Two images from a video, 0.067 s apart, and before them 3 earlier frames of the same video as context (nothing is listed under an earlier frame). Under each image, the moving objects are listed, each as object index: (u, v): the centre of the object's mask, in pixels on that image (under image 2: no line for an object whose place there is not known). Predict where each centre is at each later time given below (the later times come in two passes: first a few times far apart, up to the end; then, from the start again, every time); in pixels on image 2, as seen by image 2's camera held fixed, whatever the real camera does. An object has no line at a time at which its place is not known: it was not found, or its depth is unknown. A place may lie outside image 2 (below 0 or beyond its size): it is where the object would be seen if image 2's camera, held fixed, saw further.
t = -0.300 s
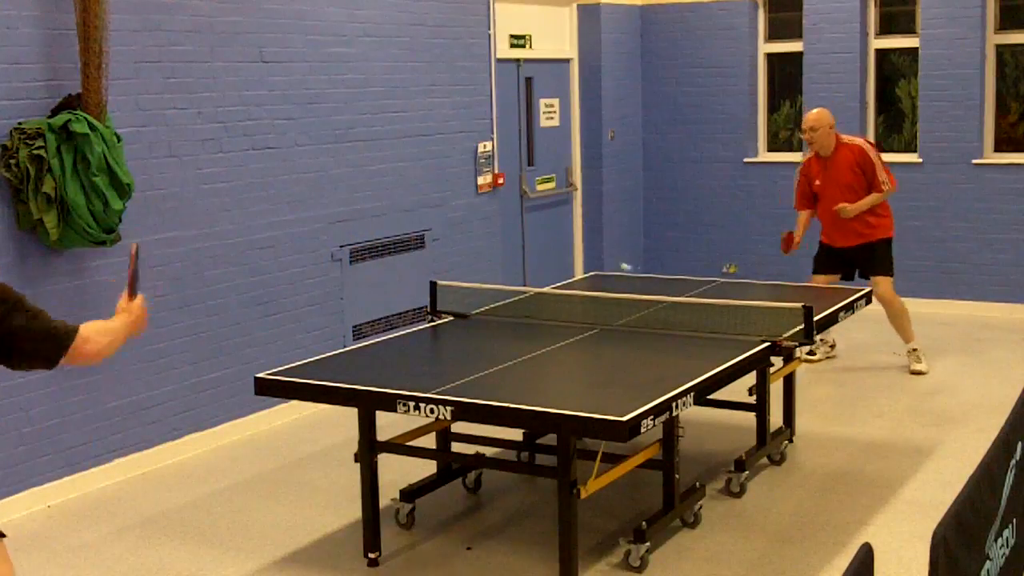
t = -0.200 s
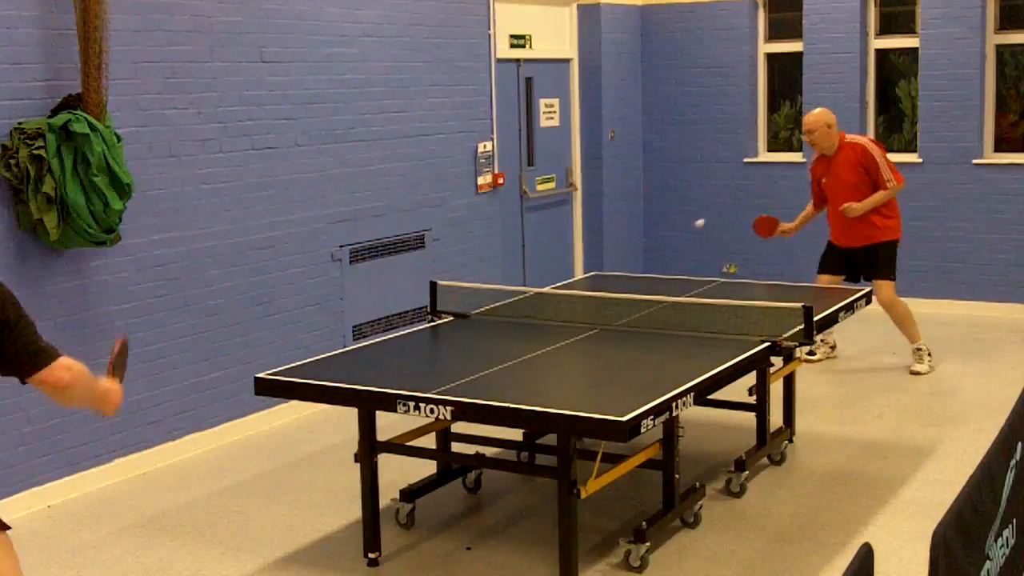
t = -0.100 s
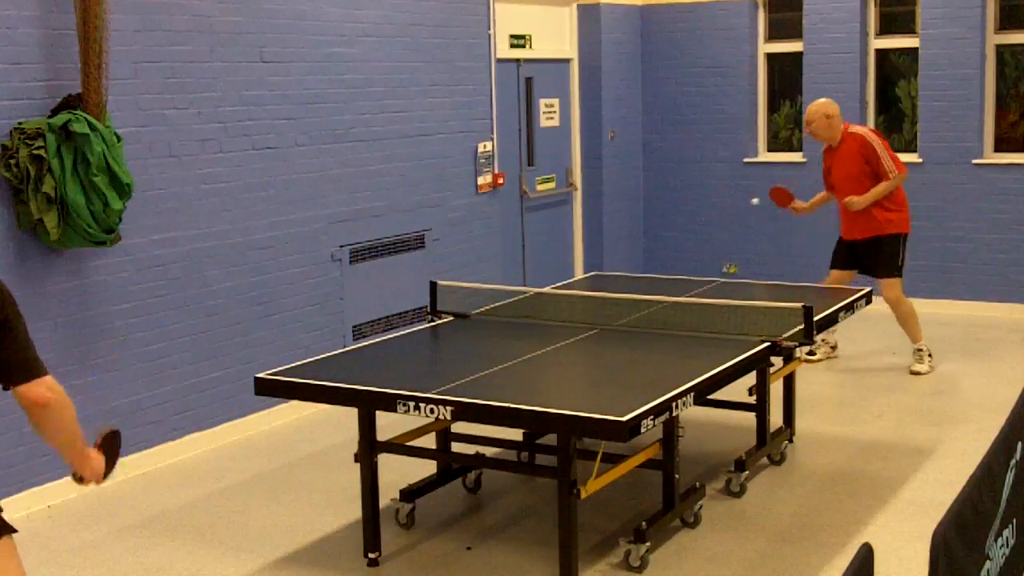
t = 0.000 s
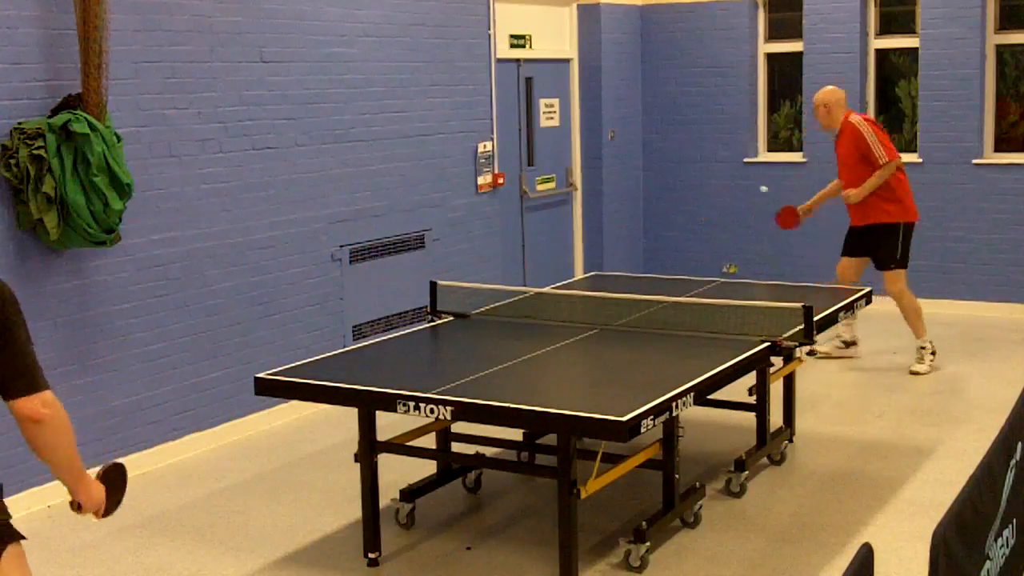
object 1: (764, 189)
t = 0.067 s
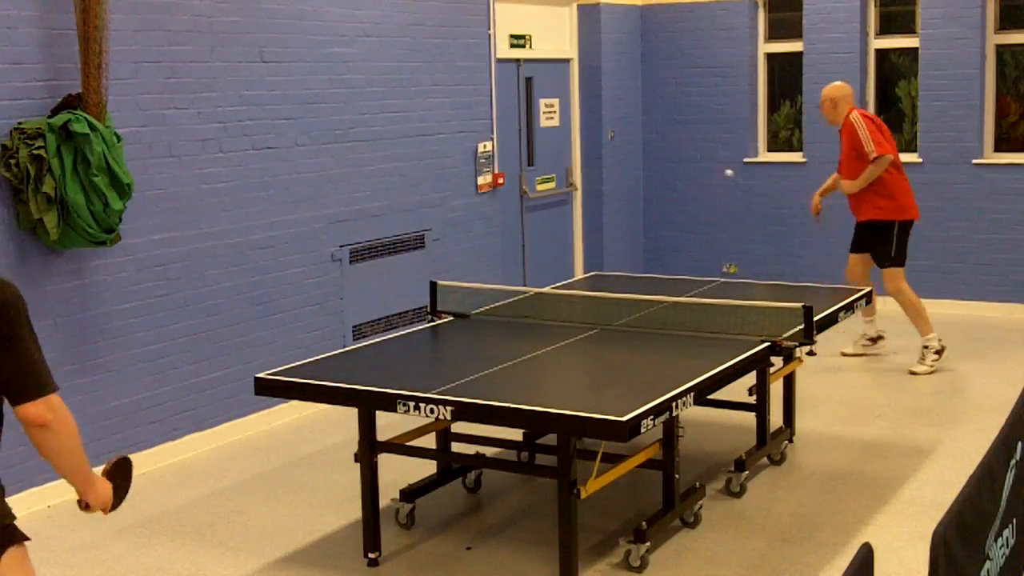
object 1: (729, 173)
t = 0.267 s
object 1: (611, 163)
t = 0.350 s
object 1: (557, 179)
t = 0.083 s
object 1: (720, 169)
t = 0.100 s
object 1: (711, 166)
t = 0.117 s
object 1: (701, 164)
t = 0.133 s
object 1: (691, 162)
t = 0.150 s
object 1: (682, 161)
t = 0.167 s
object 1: (672, 160)
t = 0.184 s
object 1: (662, 159)
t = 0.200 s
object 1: (652, 159)
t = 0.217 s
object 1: (642, 159)
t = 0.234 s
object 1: (632, 160)
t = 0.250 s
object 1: (622, 161)
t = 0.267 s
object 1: (611, 163)
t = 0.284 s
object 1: (600, 165)
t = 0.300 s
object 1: (589, 168)
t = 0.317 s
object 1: (580, 171)
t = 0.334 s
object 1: (568, 175)
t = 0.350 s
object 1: (557, 179)
